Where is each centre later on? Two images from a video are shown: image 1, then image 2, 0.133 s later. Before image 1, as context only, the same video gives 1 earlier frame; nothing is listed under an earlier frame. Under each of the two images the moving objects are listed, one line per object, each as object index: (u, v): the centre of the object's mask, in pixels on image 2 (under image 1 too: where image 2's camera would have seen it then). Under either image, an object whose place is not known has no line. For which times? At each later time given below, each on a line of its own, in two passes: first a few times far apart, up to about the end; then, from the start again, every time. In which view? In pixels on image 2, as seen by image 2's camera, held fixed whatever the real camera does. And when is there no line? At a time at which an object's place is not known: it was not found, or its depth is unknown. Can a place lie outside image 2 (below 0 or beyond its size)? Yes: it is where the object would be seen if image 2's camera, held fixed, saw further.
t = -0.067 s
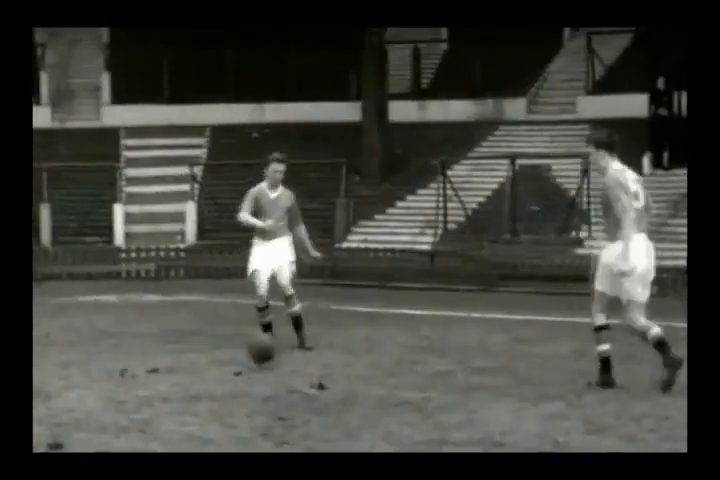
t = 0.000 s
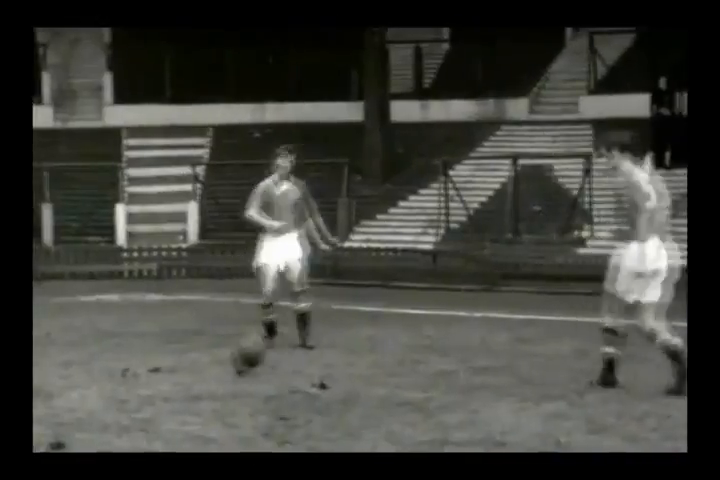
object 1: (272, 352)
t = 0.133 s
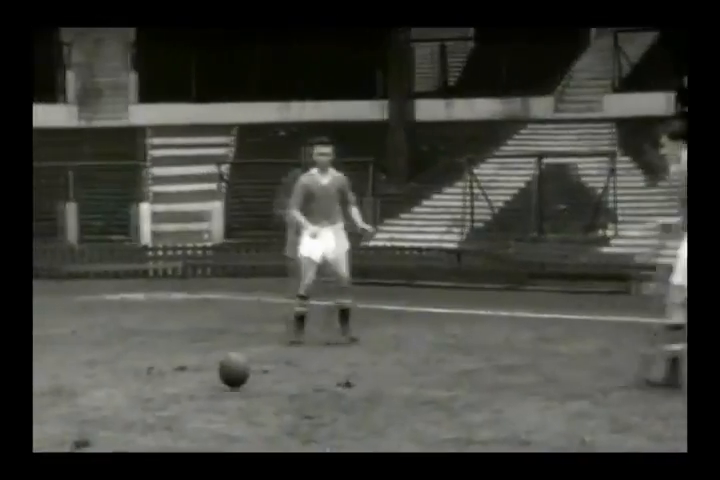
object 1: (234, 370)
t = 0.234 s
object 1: (210, 378)
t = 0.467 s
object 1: (156, 394)
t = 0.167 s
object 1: (223, 371)
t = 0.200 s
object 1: (211, 375)
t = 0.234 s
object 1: (210, 378)
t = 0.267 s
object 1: (199, 387)
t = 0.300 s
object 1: (189, 388)
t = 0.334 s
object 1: (180, 384)
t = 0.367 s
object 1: (172, 384)
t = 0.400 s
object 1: (162, 387)
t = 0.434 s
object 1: (166, 387)
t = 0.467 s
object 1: (156, 394)
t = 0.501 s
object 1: (146, 404)
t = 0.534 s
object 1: (138, 409)
